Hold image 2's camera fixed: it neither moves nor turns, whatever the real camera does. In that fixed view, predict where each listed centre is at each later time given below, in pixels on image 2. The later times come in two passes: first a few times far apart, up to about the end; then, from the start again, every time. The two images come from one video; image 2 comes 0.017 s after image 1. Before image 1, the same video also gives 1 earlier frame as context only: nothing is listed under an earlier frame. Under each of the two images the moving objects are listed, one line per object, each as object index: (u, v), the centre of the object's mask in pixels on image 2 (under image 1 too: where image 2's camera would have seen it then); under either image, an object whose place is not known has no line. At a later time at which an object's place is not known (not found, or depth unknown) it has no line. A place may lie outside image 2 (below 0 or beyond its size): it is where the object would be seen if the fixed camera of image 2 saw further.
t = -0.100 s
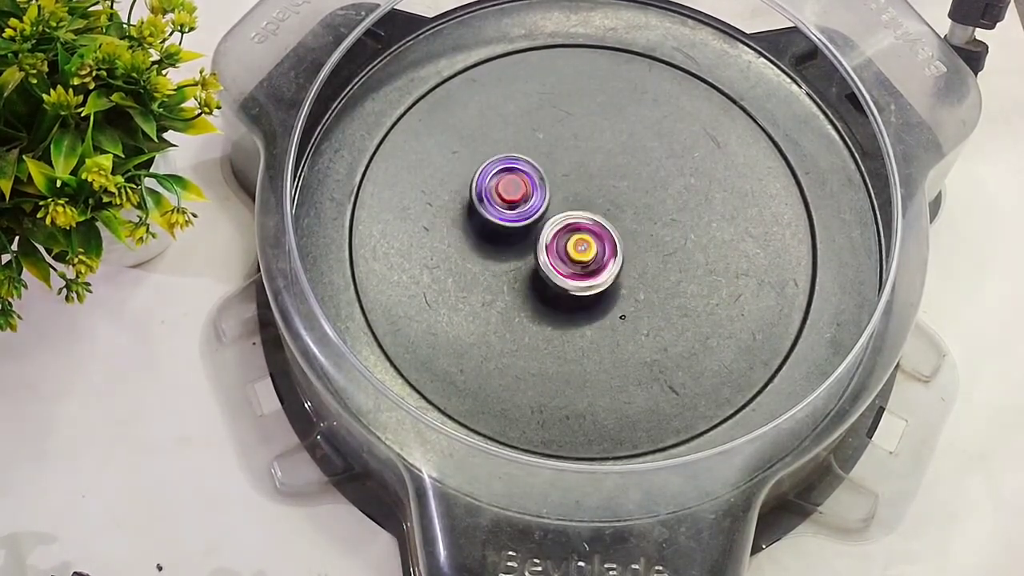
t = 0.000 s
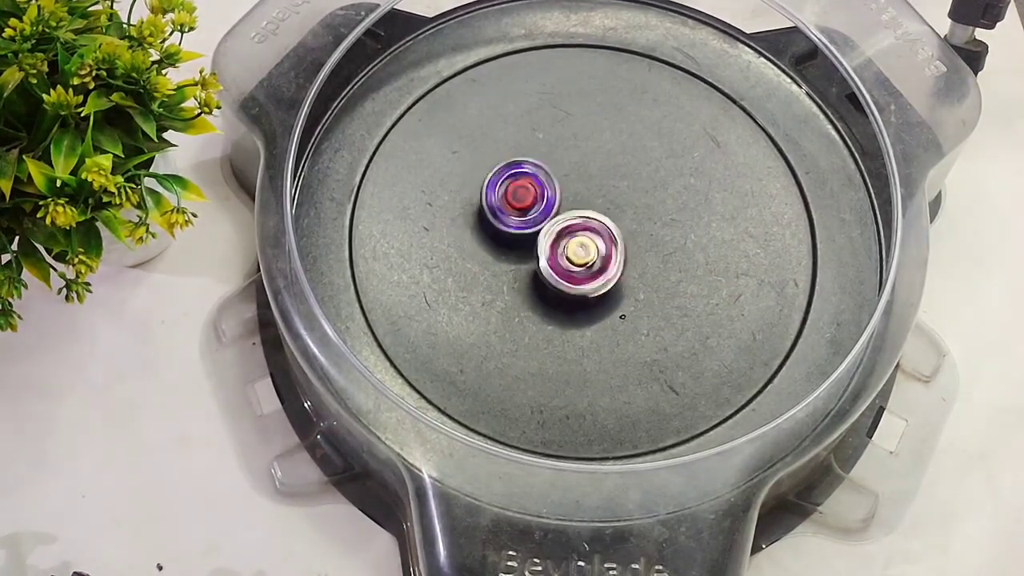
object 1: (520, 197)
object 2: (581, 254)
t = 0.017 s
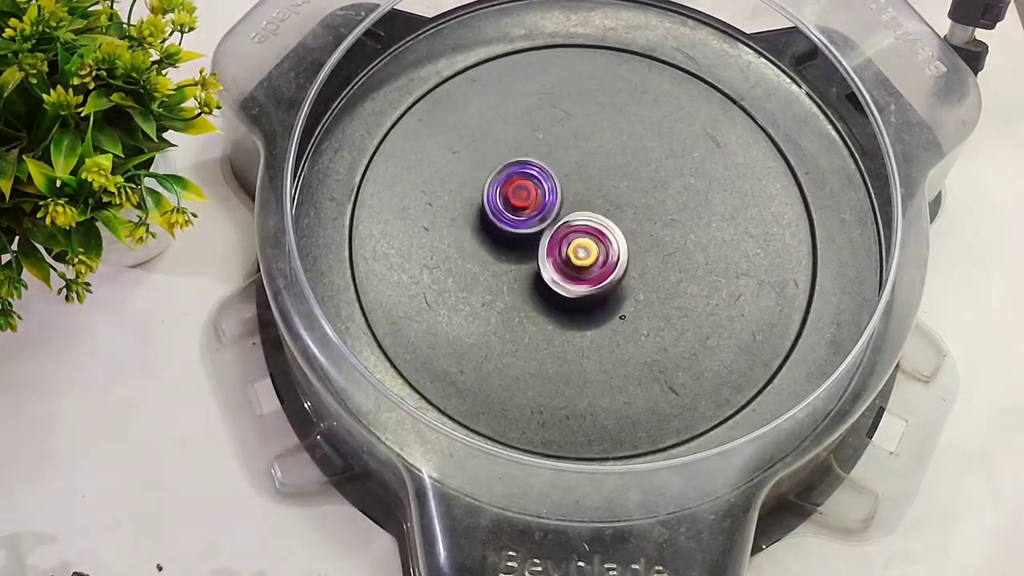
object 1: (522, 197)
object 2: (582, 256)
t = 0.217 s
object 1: (540, 212)
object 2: (611, 277)
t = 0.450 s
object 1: (548, 237)
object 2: (622, 279)
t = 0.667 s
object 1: (530, 236)
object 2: (622, 277)
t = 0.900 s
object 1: (532, 227)
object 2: (619, 263)
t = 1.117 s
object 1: (542, 217)
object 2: (640, 223)
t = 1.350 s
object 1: (554, 230)
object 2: (638, 215)
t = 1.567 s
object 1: (538, 239)
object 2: (630, 222)
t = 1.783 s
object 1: (527, 236)
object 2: (614, 230)
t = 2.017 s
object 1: (575, 197)
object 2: (657, 251)
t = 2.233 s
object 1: (665, 178)
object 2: (637, 266)
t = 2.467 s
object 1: (728, 184)
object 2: (562, 303)
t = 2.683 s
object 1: (673, 222)
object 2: (502, 291)
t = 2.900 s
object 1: (567, 279)
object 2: (495, 238)
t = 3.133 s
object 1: (589, 336)
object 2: (542, 171)
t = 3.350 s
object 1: (623, 324)
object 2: (619, 137)
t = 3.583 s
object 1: (592, 275)
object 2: (660, 163)
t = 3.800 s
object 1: (571, 286)
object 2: (637, 228)
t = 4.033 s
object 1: (542, 281)
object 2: (595, 237)
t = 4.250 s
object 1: (549, 275)
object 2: (551, 212)
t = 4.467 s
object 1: (556, 256)
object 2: (514, 205)
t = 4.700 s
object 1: (556, 253)
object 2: (505, 211)
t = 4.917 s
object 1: (556, 255)
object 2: (513, 206)
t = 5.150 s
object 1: (558, 262)
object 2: (541, 203)
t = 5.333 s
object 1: (559, 263)
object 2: (541, 203)
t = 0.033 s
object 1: (524, 197)
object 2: (584, 256)
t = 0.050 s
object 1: (526, 198)
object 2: (584, 257)
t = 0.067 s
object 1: (526, 197)
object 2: (587, 262)
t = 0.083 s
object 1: (528, 197)
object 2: (590, 264)
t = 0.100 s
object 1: (531, 199)
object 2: (594, 266)
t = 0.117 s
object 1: (533, 200)
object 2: (598, 269)
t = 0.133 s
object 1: (536, 202)
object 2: (601, 271)
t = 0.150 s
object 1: (536, 204)
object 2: (604, 273)
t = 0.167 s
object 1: (537, 206)
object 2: (606, 274)
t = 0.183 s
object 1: (538, 207)
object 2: (609, 276)
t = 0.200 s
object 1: (539, 209)
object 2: (610, 276)
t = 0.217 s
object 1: (540, 212)
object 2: (611, 277)
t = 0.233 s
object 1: (543, 213)
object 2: (612, 277)
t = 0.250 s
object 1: (543, 216)
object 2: (614, 279)
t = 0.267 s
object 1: (544, 217)
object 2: (615, 279)
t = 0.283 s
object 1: (544, 217)
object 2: (616, 280)
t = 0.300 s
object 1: (545, 221)
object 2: (617, 280)
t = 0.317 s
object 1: (546, 223)
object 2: (618, 280)
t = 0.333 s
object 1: (547, 224)
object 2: (617, 281)
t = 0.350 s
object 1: (547, 227)
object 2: (617, 281)
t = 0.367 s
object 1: (548, 229)
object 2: (618, 280)
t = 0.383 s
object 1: (548, 231)
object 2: (618, 278)
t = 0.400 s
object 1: (548, 234)
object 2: (619, 279)
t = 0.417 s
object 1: (548, 235)
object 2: (619, 279)
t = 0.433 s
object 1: (548, 237)
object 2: (620, 279)
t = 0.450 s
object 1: (548, 237)
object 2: (622, 279)
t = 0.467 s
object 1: (546, 236)
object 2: (623, 280)
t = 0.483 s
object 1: (546, 237)
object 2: (622, 281)
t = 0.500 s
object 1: (545, 239)
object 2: (623, 280)
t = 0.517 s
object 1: (544, 239)
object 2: (623, 280)
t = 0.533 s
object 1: (541, 240)
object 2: (624, 280)
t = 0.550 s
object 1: (539, 237)
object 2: (624, 282)
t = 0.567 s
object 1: (539, 238)
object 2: (622, 282)
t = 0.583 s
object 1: (538, 237)
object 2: (621, 281)
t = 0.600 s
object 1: (538, 238)
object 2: (620, 280)
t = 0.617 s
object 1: (536, 238)
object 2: (621, 278)
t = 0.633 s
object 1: (534, 238)
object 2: (622, 279)
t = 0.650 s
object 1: (532, 239)
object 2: (621, 278)
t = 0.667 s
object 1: (530, 236)
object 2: (622, 277)
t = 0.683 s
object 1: (530, 237)
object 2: (621, 277)
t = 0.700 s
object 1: (529, 235)
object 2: (622, 277)
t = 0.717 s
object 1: (529, 234)
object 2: (621, 279)
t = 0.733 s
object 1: (529, 235)
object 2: (621, 277)
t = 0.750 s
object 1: (528, 234)
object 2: (620, 276)
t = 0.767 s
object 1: (527, 233)
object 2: (620, 274)
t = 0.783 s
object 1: (527, 232)
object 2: (621, 273)
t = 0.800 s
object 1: (527, 231)
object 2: (620, 273)
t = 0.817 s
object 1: (528, 230)
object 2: (620, 273)
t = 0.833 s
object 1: (529, 229)
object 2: (620, 271)
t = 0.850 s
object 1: (529, 228)
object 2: (619, 268)
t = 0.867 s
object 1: (530, 228)
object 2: (620, 267)
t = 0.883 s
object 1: (531, 227)
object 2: (619, 266)
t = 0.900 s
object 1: (532, 227)
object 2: (619, 263)
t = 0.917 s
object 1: (533, 227)
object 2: (619, 260)
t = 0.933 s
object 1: (534, 226)
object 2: (618, 256)
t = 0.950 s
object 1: (536, 226)
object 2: (618, 254)
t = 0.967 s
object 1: (537, 225)
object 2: (616, 251)
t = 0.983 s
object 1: (538, 225)
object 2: (616, 247)
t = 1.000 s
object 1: (538, 224)
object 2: (619, 245)
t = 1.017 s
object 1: (538, 223)
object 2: (622, 242)
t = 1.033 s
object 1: (538, 222)
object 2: (624, 236)
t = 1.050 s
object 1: (536, 219)
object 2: (629, 234)
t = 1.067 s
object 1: (536, 217)
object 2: (633, 231)
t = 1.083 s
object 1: (536, 217)
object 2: (636, 227)
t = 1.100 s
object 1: (538, 218)
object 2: (638, 225)
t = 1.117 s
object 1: (542, 217)
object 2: (640, 223)
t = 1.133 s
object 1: (542, 219)
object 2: (640, 221)
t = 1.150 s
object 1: (543, 219)
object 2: (639, 220)
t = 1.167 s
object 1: (543, 220)
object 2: (639, 220)
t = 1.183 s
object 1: (544, 222)
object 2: (640, 220)
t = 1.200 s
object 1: (545, 221)
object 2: (640, 220)
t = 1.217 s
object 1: (546, 221)
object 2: (639, 220)
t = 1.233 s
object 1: (548, 221)
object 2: (639, 218)
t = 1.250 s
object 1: (549, 223)
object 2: (639, 217)
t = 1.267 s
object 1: (550, 224)
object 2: (640, 216)
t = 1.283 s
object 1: (551, 225)
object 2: (641, 217)
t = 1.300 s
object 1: (552, 229)
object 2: (640, 218)
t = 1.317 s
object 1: (553, 228)
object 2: (639, 217)
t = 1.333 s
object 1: (554, 229)
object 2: (639, 217)
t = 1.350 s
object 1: (554, 230)
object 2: (638, 215)
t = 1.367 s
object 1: (555, 231)
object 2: (639, 213)
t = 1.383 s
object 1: (554, 233)
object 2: (640, 216)
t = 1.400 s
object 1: (552, 234)
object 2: (639, 215)
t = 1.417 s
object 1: (552, 235)
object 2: (640, 217)
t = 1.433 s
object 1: (551, 236)
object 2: (639, 218)
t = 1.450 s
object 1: (552, 237)
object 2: (638, 219)
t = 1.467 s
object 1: (550, 239)
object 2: (636, 220)
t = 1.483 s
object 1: (549, 239)
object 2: (634, 219)
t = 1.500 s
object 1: (546, 240)
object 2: (634, 219)
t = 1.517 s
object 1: (542, 240)
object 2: (634, 221)
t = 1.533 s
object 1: (541, 239)
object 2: (632, 222)
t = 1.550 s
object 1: (540, 240)
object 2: (631, 222)
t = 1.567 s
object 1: (538, 239)
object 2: (630, 222)
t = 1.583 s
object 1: (538, 241)
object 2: (626, 222)
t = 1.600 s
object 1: (536, 241)
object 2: (624, 222)
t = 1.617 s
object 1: (535, 240)
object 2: (622, 224)
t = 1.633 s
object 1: (534, 241)
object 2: (620, 224)
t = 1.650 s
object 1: (533, 241)
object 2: (619, 225)
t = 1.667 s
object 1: (532, 240)
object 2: (615, 226)
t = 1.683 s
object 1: (531, 241)
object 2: (614, 225)
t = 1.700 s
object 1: (530, 241)
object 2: (615, 225)
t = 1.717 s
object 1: (530, 241)
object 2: (615, 226)
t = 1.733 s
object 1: (529, 241)
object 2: (616, 226)
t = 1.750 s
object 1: (528, 240)
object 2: (617, 227)
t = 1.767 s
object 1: (528, 239)
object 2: (615, 230)
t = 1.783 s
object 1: (527, 236)
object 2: (614, 230)
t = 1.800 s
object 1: (527, 236)
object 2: (615, 231)
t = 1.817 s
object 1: (528, 234)
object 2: (615, 233)
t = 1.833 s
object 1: (528, 233)
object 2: (614, 235)
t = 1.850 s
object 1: (531, 229)
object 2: (615, 239)
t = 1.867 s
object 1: (532, 226)
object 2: (618, 242)
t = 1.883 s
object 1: (534, 221)
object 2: (620, 246)
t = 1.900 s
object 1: (538, 216)
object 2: (625, 247)
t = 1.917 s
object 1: (541, 213)
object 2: (630, 249)
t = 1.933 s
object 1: (546, 210)
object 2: (635, 248)
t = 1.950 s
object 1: (552, 207)
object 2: (640, 248)
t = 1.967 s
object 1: (556, 205)
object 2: (645, 250)
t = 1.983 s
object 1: (562, 203)
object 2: (650, 251)
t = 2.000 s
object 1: (569, 200)
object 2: (654, 250)
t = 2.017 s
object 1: (575, 197)
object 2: (657, 251)
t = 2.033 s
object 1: (580, 196)
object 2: (659, 252)
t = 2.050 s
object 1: (587, 194)
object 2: (661, 252)
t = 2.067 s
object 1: (593, 193)
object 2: (663, 253)
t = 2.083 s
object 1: (599, 190)
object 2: (663, 253)
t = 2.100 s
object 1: (604, 190)
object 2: (663, 253)
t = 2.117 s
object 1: (610, 189)
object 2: (662, 252)
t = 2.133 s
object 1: (616, 188)
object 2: (662, 253)
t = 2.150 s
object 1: (620, 186)
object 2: (661, 252)
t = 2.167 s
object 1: (624, 187)
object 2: (660, 250)
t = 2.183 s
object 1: (634, 183)
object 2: (656, 252)
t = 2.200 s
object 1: (647, 183)
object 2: (649, 257)
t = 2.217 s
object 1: (656, 181)
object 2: (643, 263)
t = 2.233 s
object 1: (665, 178)
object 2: (637, 266)
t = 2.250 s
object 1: (673, 177)
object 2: (629, 268)
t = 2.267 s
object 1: (680, 179)
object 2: (625, 271)
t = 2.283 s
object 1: (688, 178)
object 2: (619, 274)
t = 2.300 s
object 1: (694, 178)
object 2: (613, 279)
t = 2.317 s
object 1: (699, 177)
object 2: (607, 284)
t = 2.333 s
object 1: (705, 177)
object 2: (603, 286)
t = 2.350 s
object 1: (710, 178)
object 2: (599, 289)
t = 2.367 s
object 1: (716, 178)
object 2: (594, 292)
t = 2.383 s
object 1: (720, 179)
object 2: (589, 295)
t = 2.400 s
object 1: (722, 179)
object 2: (584, 296)
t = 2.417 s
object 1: (725, 180)
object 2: (579, 299)
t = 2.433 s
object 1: (727, 180)
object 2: (574, 301)
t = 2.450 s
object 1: (728, 181)
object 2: (568, 302)
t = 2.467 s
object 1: (728, 184)
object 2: (562, 303)
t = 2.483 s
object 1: (727, 185)
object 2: (557, 304)
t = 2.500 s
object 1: (725, 189)
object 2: (551, 305)
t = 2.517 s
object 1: (723, 191)
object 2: (545, 306)
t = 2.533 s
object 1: (721, 194)
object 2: (539, 305)
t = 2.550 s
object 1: (718, 196)
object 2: (532, 304)
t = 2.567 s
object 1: (715, 199)
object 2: (528, 302)
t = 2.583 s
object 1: (712, 203)
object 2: (523, 301)
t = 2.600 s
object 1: (708, 206)
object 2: (518, 300)
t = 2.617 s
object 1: (703, 210)
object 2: (513, 299)
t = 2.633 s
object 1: (696, 213)
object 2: (510, 298)
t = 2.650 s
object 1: (689, 217)
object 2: (508, 296)
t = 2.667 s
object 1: (681, 220)
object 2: (505, 293)
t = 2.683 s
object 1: (673, 222)
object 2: (502, 291)
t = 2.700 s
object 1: (665, 225)
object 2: (499, 288)
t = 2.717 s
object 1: (657, 228)
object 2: (497, 285)
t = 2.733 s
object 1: (648, 230)
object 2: (495, 281)
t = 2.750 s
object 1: (639, 234)
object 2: (492, 277)
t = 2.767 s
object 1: (630, 236)
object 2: (489, 273)
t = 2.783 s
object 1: (621, 240)
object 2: (487, 269)
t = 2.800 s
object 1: (611, 245)
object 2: (488, 265)
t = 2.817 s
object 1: (602, 250)
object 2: (491, 262)
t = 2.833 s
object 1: (592, 254)
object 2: (494, 258)
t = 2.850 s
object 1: (583, 258)
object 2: (495, 254)
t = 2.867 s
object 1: (575, 265)
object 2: (496, 249)
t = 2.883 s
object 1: (570, 271)
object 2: (497, 243)
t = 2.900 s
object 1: (567, 279)
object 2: (495, 238)
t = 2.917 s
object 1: (567, 288)
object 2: (495, 230)
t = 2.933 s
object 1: (564, 295)
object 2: (496, 226)
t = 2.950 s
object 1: (563, 302)
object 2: (498, 219)
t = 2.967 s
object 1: (563, 308)
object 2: (502, 213)
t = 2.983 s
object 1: (564, 314)
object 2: (504, 209)
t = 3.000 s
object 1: (564, 319)
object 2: (508, 205)
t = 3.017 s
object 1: (566, 323)
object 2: (512, 200)
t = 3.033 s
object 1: (569, 327)
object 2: (514, 196)
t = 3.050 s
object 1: (572, 329)
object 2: (518, 191)
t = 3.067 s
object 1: (576, 332)
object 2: (521, 187)
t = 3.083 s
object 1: (580, 333)
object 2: (526, 183)
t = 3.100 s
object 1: (583, 334)
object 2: (531, 178)
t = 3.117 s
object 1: (586, 335)
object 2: (537, 173)
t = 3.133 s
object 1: (589, 336)
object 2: (542, 171)
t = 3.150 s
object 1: (592, 336)
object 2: (549, 166)
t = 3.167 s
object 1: (595, 336)
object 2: (555, 163)
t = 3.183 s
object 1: (598, 336)
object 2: (561, 159)
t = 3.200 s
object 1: (600, 335)
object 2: (568, 156)
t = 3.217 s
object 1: (603, 334)
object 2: (574, 153)
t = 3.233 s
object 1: (606, 334)
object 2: (579, 151)
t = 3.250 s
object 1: (608, 333)
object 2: (585, 148)
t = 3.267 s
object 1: (611, 332)
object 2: (590, 146)
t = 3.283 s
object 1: (614, 331)
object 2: (596, 143)
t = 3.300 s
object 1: (616, 330)
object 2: (602, 141)
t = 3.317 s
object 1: (619, 328)
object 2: (608, 139)
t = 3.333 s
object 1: (621, 327)
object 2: (614, 139)
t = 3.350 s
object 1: (623, 324)
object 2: (619, 137)
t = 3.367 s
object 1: (625, 320)
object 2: (623, 137)
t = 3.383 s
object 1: (626, 318)
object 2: (628, 138)
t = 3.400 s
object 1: (628, 314)
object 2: (631, 139)
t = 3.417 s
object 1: (629, 310)
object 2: (636, 140)
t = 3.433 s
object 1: (629, 306)
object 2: (639, 141)
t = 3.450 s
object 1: (628, 302)
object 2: (643, 142)
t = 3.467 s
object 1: (626, 297)
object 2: (648, 142)
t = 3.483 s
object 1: (623, 291)
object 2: (651, 144)
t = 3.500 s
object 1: (620, 287)
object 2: (653, 145)
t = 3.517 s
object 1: (615, 284)
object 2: (655, 147)
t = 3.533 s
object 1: (610, 280)
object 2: (657, 152)
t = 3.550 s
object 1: (605, 278)
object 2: (659, 155)
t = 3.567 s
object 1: (598, 275)
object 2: (659, 160)
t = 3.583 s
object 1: (592, 275)
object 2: (660, 163)
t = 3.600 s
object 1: (587, 274)
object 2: (660, 168)
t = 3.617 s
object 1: (583, 274)
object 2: (661, 173)
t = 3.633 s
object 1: (579, 275)
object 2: (662, 178)
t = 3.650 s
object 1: (576, 277)
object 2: (662, 184)
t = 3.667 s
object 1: (574, 278)
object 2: (661, 190)
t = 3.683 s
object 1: (572, 280)
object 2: (659, 196)
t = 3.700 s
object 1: (571, 281)
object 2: (656, 201)
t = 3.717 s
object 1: (571, 282)
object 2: (653, 205)
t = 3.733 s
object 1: (571, 284)
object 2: (652, 210)
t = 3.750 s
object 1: (570, 285)
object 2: (650, 215)
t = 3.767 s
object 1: (570, 286)
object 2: (647, 221)
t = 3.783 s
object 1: (571, 286)
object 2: (643, 224)
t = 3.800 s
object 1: (571, 286)
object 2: (637, 228)
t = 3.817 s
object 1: (571, 286)
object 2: (634, 231)
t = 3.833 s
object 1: (570, 286)
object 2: (632, 234)
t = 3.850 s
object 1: (568, 286)
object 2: (629, 236)
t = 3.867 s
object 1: (566, 287)
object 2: (626, 238)
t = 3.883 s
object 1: (561, 286)
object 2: (624, 240)
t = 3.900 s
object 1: (557, 286)
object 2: (622, 242)
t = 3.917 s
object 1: (553, 285)
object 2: (619, 241)
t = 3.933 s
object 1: (550, 284)
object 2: (616, 242)
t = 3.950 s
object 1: (548, 283)
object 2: (612, 243)
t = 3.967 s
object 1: (546, 282)
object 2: (609, 243)
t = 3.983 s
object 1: (545, 281)
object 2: (607, 243)
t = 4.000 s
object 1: (544, 281)
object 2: (602, 240)
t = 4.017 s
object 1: (543, 281)
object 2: (598, 238)
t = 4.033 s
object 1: (542, 281)
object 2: (595, 237)
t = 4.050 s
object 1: (542, 281)
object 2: (592, 238)
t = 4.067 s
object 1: (541, 281)
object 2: (589, 237)
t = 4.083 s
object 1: (541, 281)
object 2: (585, 235)
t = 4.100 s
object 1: (541, 281)
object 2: (582, 233)
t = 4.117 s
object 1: (541, 281)
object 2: (579, 231)
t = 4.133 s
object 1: (542, 280)
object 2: (576, 229)
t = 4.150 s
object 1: (543, 280)
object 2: (572, 225)
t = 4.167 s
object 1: (543, 279)
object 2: (568, 223)
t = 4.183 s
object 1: (545, 279)
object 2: (564, 221)
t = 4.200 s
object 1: (546, 278)
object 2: (561, 219)
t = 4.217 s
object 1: (547, 277)
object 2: (557, 216)
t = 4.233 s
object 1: (549, 276)
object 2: (554, 214)
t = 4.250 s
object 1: (549, 275)
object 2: (551, 212)
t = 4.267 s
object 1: (550, 274)
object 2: (547, 211)
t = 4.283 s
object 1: (552, 273)
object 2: (544, 209)
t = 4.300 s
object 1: (553, 271)
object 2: (541, 207)
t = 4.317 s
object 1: (554, 269)
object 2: (538, 205)
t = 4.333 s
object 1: (554, 268)
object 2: (535, 204)
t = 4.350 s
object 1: (555, 266)
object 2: (532, 204)
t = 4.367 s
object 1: (556, 263)
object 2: (529, 204)
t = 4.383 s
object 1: (556, 262)
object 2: (526, 204)
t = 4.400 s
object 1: (556, 260)
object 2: (524, 204)
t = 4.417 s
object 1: (557, 258)
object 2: (521, 204)
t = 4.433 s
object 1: (556, 257)
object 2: (518, 204)
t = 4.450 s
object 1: (556, 257)
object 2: (516, 204)
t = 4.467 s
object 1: (556, 256)
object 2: (514, 205)
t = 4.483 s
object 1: (556, 255)
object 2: (513, 206)
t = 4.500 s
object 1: (556, 255)
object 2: (511, 207)
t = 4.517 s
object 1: (556, 255)
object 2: (510, 208)
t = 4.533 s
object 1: (556, 255)
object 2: (509, 209)
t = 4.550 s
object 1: (556, 254)
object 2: (507, 209)
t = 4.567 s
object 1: (556, 254)
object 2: (507, 210)
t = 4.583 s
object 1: (556, 254)
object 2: (506, 210)
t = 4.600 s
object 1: (556, 254)
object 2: (506, 211)
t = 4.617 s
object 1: (556, 254)
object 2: (505, 211)
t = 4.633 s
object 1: (555, 254)
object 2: (505, 212)
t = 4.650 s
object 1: (556, 253)
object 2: (505, 212)
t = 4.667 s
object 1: (556, 253)
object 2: (505, 211)
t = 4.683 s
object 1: (555, 253)
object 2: (505, 211)
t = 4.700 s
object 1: (556, 253)
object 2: (505, 211)
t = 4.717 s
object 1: (556, 253)
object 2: (505, 211)
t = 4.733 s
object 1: (556, 253)
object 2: (506, 211)
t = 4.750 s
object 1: (555, 253)
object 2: (506, 211)
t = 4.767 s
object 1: (556, 253)
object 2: (506, 210)
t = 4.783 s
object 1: (556, 253)
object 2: (507, 210)
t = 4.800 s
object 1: (555, 253)
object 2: (507, 210)
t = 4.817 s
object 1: (556, 253)
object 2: (507, 209)
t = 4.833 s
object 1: (556, 253)
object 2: (508, 209)
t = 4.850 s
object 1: (556, 253)
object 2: (508, 209)
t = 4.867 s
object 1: (555, 254)
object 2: (509, 208)
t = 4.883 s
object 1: (556, 254)
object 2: (510, 207)
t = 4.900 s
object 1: (556, 254)
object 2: (511, 207)
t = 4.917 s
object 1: (556, 255)
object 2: (513, 206)
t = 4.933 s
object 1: (557, 255)
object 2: (514, 205)
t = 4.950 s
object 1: (556, 256)
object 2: (516, 204)
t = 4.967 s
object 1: (557, 256)
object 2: (518, 204)
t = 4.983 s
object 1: (557, 256)
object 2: (520, 203)
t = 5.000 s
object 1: (557, 256)
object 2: (522, 203)
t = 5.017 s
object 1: (557, 257)
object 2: (524, 202)
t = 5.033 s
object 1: (557, 258)
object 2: (526, 202)
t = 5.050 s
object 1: (557, 259)
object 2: (528, 202)
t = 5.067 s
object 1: (557, 259)
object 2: (530, 202)
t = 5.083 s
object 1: (557, 260)
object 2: (533, 202)
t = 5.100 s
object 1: (557, 261)
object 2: (536, 203)
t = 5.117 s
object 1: (558, 261)
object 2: (538, 202)
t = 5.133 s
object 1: (558, 262)
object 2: (540, 202)
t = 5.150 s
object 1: (558, 262)
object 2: (541, 203)
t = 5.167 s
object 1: (559, 262)
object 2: (541, 203)
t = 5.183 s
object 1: (558, 263)
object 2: (542, 203)
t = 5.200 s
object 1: (559, 263)
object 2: (541, 203)
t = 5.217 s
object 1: (559, 263)
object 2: (542, 203)
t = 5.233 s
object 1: (559, 263)
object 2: (541, 203)
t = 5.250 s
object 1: (559, 263)
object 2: (541, 204)
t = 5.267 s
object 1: (559, 263)
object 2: (541, 203)
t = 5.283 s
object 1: (559, 264)
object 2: (541, 203)
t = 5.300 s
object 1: (559, 264)
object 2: (541, 203)
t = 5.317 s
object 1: (559, 263)
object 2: (541, 203)
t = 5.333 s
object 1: (559, 263)
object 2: (541, 203)
